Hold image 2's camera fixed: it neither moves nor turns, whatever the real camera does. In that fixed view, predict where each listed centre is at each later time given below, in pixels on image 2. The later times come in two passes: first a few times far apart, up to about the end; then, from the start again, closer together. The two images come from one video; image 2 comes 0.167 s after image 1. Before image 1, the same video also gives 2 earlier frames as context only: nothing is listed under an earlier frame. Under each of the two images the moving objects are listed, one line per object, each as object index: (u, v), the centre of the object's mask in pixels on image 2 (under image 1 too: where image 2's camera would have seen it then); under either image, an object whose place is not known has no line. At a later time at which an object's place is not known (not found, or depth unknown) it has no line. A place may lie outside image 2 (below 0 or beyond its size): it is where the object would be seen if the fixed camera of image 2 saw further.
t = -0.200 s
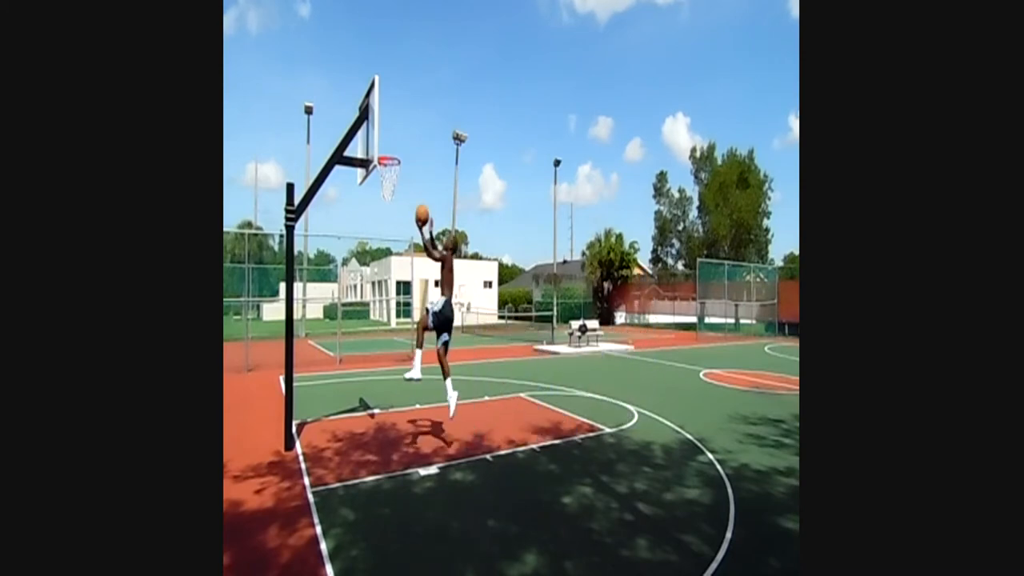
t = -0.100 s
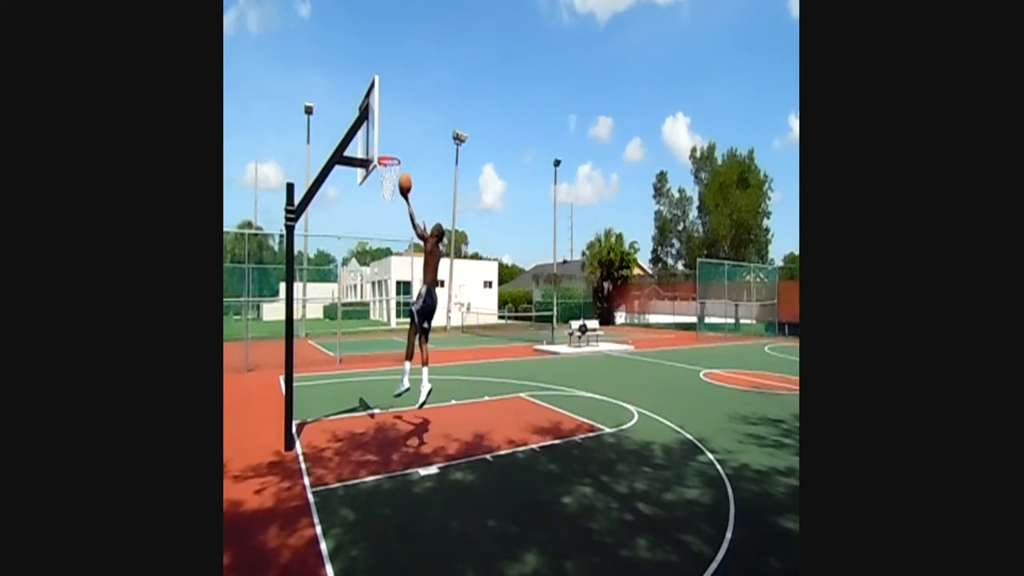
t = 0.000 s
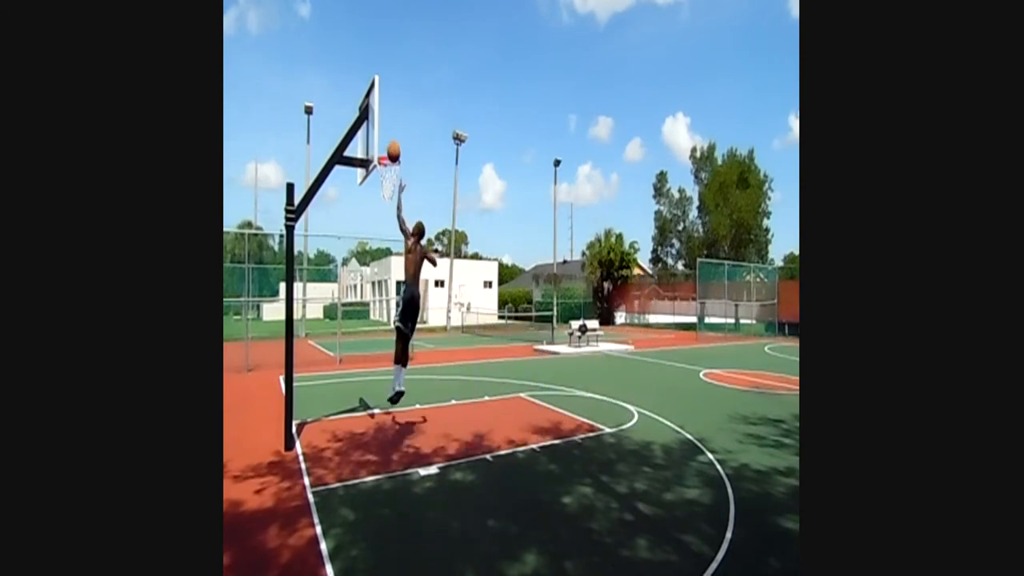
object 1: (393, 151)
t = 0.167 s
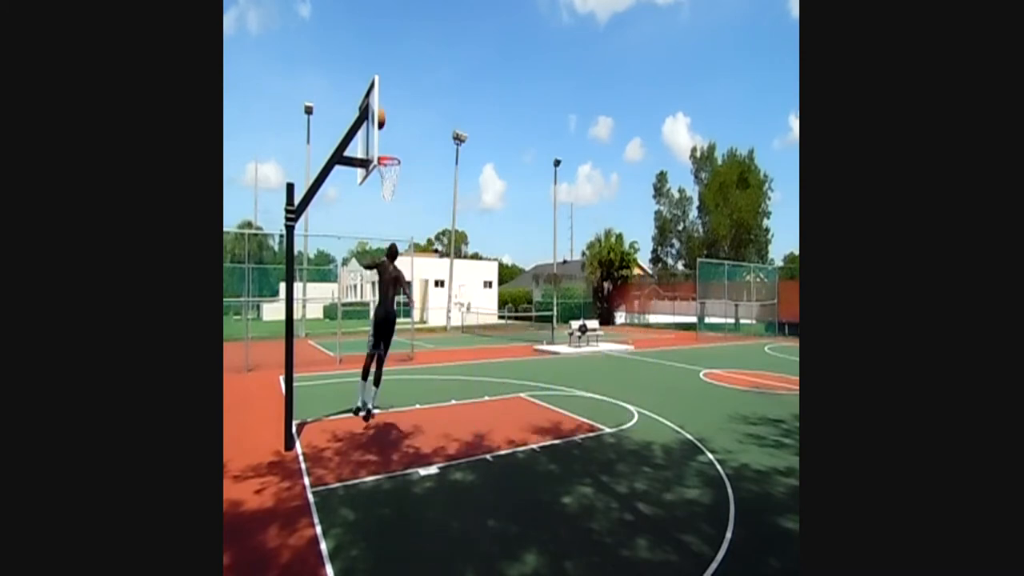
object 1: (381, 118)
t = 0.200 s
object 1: (382, 114)
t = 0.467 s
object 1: (392, 130)
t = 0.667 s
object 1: (393, 148)
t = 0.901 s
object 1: (384, 156)
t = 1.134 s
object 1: (386, 176)
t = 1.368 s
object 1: (389, 201)
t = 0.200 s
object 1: (382, 114)
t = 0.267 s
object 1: (383, 113)
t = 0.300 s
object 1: (385, 114)
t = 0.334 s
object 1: (386, 115)
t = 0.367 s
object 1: (388, 117)
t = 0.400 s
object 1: (389, 121)
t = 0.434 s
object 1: (391, 125)
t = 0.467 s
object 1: (392, 130)
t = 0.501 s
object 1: (393, 136)
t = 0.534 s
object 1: (395, 143)
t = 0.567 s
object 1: (396, 150)
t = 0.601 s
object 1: (396, 151)
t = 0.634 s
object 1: (394, 149)
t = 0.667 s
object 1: (393, 148)
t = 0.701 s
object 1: (391, 147)
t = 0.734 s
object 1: (388, 148)
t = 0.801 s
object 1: (387, 149)
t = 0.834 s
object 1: (385, 156)
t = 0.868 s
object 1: (385, 156)
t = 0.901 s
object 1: (384, 156)
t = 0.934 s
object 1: (385, 156)
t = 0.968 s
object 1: (385, 158)
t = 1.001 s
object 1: (385, 161)
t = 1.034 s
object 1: (385, 168)
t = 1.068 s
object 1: (385, 171)
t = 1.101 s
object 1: (386, 174)
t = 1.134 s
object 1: (386, 176)
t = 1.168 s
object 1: (386, 178)
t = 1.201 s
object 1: (387, 189)
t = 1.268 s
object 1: (387, 190)
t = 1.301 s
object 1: (388, 192)
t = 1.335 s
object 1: (389, 195)
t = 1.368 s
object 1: (389, 201)
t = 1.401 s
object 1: (390, 206)
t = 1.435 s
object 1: (390, 214)
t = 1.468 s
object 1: (391, 223)
